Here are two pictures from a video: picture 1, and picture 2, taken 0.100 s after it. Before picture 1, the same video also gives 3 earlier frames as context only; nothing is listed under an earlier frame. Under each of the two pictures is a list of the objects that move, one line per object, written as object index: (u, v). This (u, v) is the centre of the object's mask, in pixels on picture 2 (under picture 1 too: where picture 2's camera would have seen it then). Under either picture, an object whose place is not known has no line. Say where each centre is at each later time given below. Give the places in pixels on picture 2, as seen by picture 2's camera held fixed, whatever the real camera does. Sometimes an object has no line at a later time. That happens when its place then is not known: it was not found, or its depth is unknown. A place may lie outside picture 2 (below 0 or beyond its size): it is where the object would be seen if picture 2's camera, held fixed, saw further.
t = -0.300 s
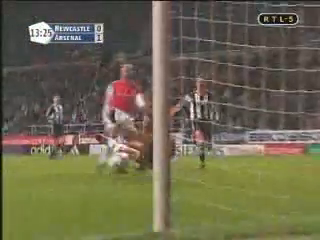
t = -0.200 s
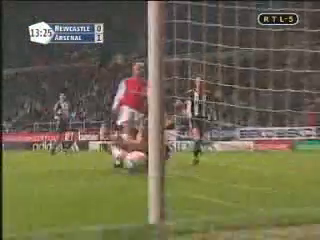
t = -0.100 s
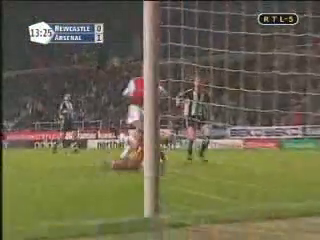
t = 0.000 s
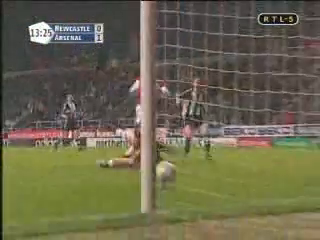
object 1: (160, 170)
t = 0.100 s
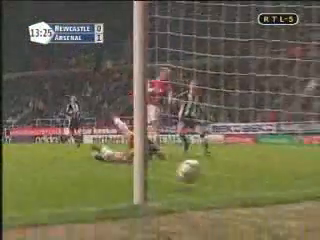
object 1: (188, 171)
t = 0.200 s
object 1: (212, 167)
